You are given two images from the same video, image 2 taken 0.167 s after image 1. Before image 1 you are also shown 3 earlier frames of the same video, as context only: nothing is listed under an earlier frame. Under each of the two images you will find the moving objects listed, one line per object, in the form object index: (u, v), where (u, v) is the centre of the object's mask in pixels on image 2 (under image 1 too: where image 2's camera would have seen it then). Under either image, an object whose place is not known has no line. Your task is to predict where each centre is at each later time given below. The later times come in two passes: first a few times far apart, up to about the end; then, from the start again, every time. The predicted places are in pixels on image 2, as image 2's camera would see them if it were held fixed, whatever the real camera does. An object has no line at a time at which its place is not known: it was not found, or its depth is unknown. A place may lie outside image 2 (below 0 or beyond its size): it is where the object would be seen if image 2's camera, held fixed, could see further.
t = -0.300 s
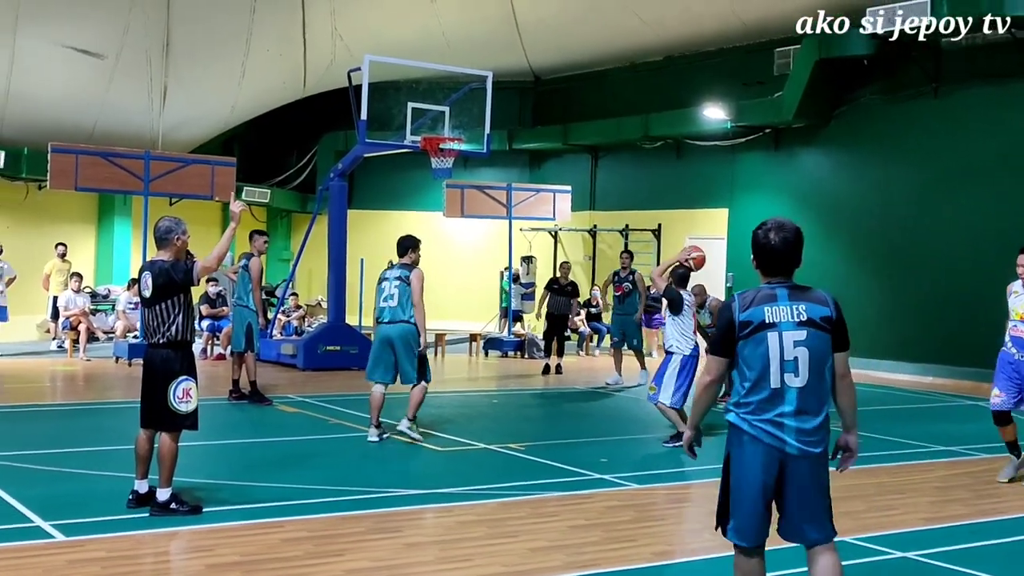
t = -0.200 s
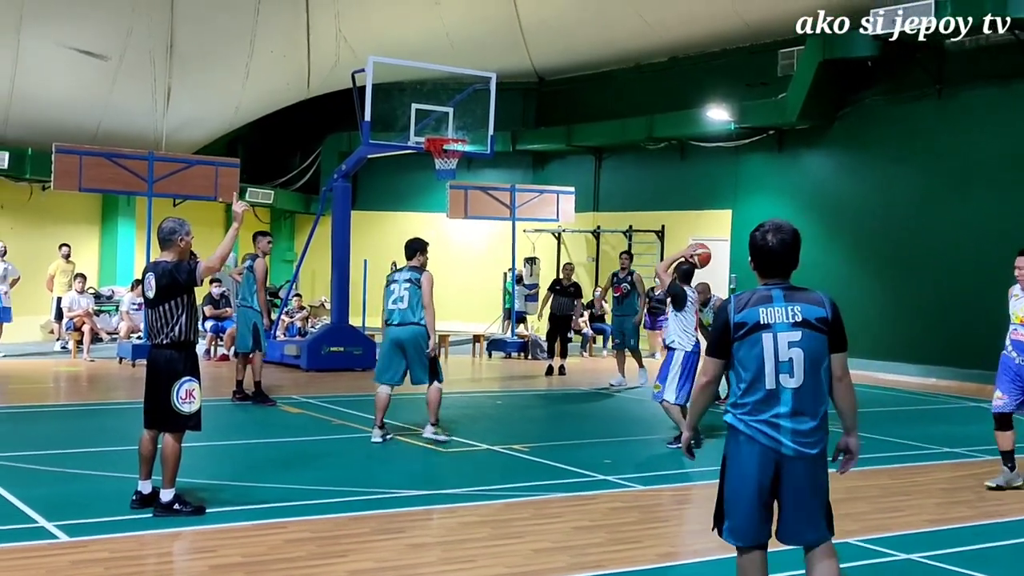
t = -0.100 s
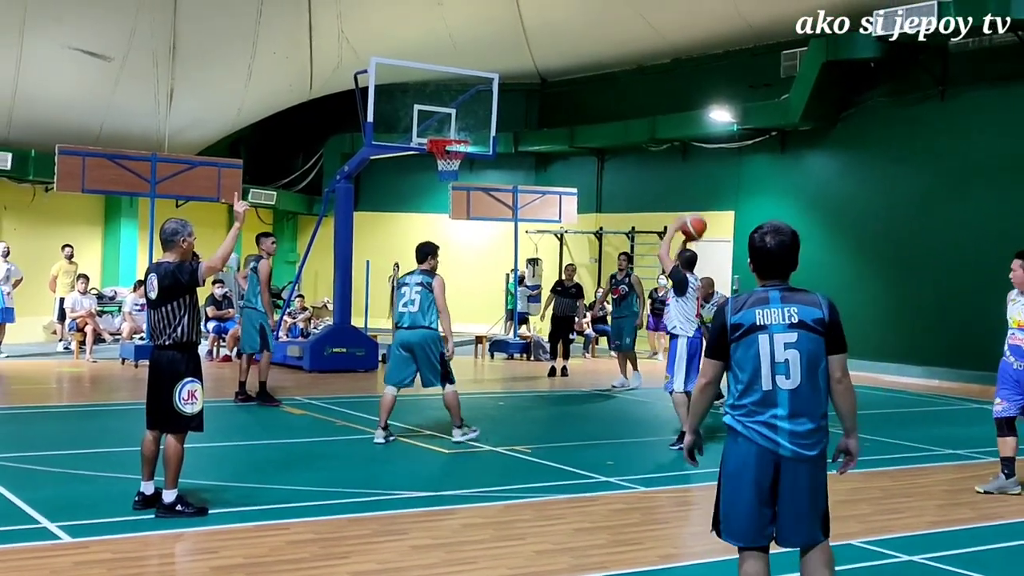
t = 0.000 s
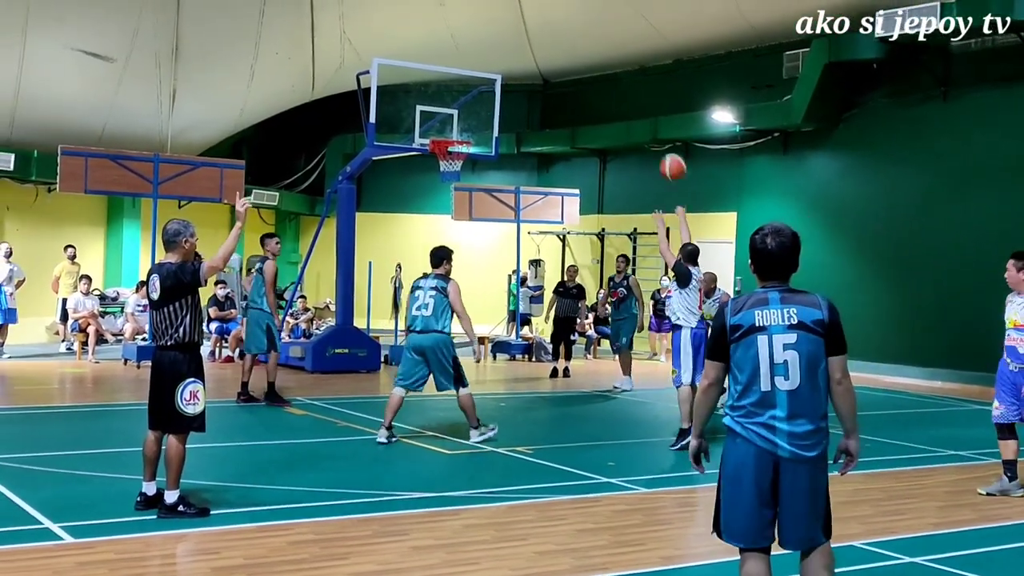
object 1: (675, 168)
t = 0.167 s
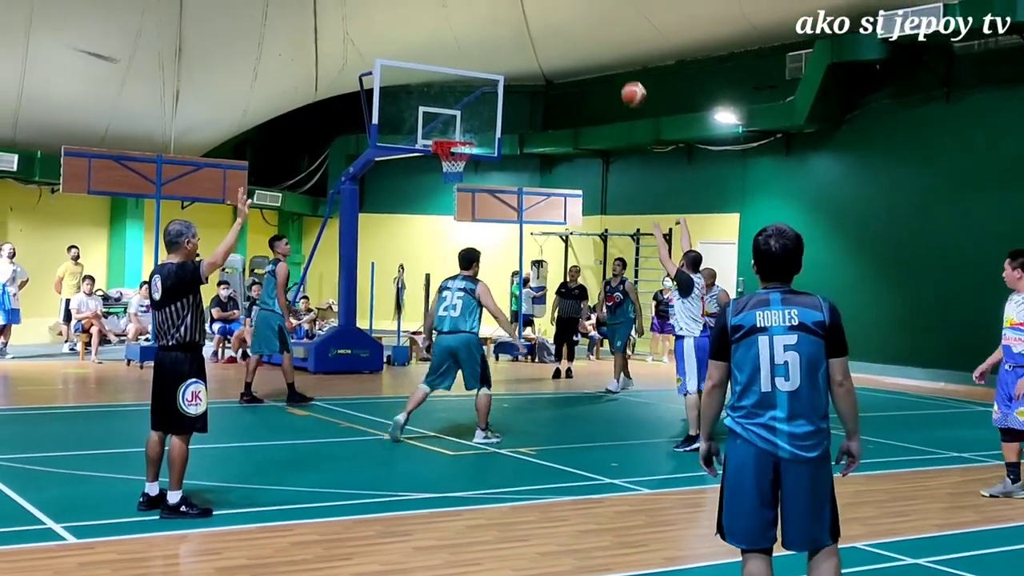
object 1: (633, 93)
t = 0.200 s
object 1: (626, 83)
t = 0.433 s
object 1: (574, 43)
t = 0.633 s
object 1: (532, 51)
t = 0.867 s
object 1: (489, 99)
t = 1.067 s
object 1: (469, 122)
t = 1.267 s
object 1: (462, 120)
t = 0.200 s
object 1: (626, 83)
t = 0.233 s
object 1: (618, 74)
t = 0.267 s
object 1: (610, 65)
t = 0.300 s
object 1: (602, 58)
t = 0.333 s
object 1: (595, 53)
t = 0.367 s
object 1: (588, 49)
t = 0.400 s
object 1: (580, 45)
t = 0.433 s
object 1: (574, 43)
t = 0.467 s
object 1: (567, 42)
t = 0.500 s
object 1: (559, 42)
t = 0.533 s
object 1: (553, 42)
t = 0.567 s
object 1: (546, 44)
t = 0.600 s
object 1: (539, 47)
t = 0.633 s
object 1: (532, 51)
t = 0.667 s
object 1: (526, 55)
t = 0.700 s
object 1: (519, 61)
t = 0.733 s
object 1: (513, 67)
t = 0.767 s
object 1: (507, 74)
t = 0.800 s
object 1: (501, 82)
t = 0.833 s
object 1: (495, 90)
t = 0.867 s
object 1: (489, 99)
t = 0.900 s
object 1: (482, 109)
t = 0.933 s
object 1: (477, 120)
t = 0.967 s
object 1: (471, 132)
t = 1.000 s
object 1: (470, 130)
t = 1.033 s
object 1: (469, 125)
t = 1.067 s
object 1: (469, 122)
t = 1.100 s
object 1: (468, 121)
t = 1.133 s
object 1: (466, 118)
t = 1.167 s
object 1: (465, 117)
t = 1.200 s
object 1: (464, 117)
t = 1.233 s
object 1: (463, 119)
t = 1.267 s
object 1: (462, 120)
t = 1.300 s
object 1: (461, 122)
